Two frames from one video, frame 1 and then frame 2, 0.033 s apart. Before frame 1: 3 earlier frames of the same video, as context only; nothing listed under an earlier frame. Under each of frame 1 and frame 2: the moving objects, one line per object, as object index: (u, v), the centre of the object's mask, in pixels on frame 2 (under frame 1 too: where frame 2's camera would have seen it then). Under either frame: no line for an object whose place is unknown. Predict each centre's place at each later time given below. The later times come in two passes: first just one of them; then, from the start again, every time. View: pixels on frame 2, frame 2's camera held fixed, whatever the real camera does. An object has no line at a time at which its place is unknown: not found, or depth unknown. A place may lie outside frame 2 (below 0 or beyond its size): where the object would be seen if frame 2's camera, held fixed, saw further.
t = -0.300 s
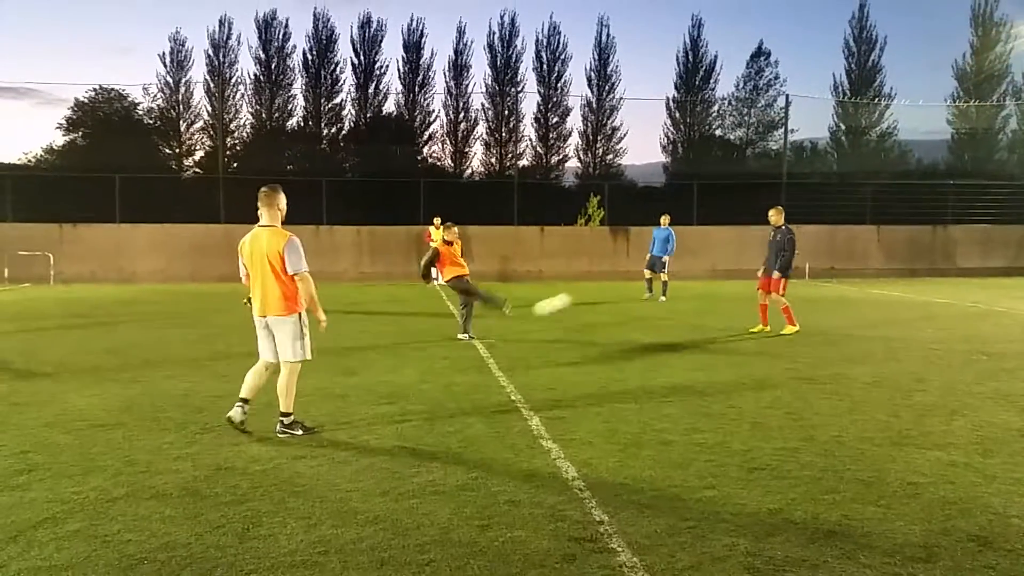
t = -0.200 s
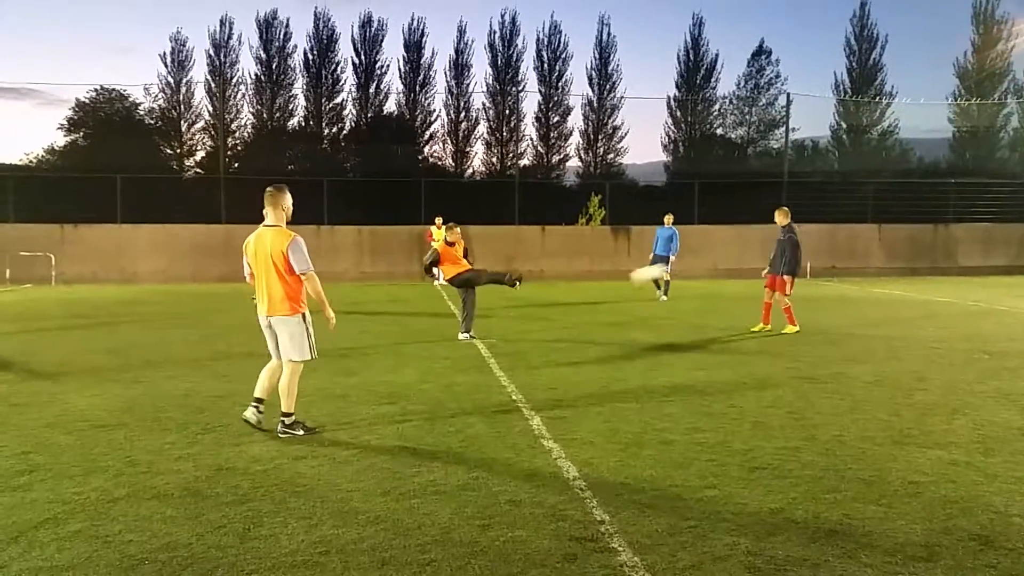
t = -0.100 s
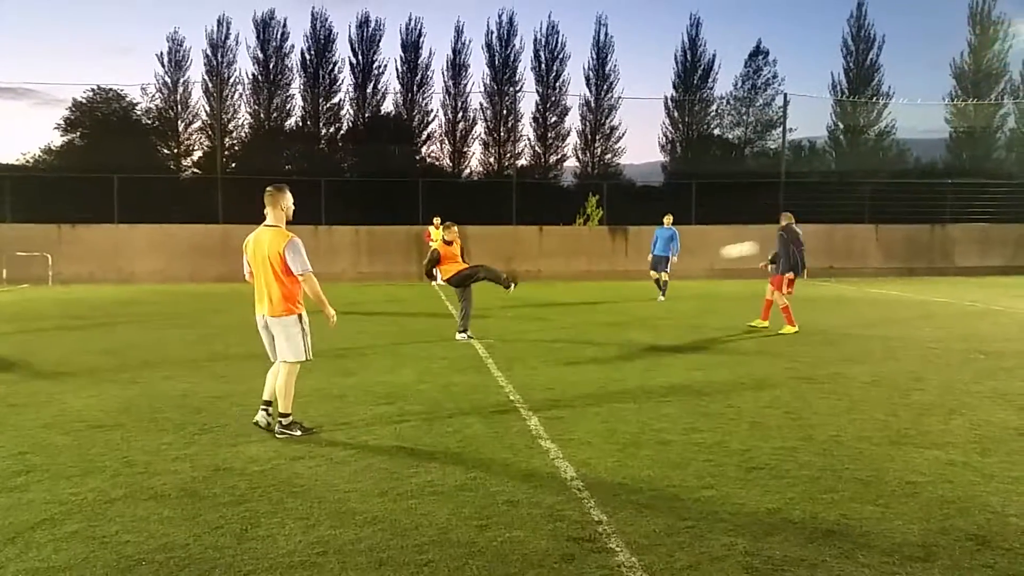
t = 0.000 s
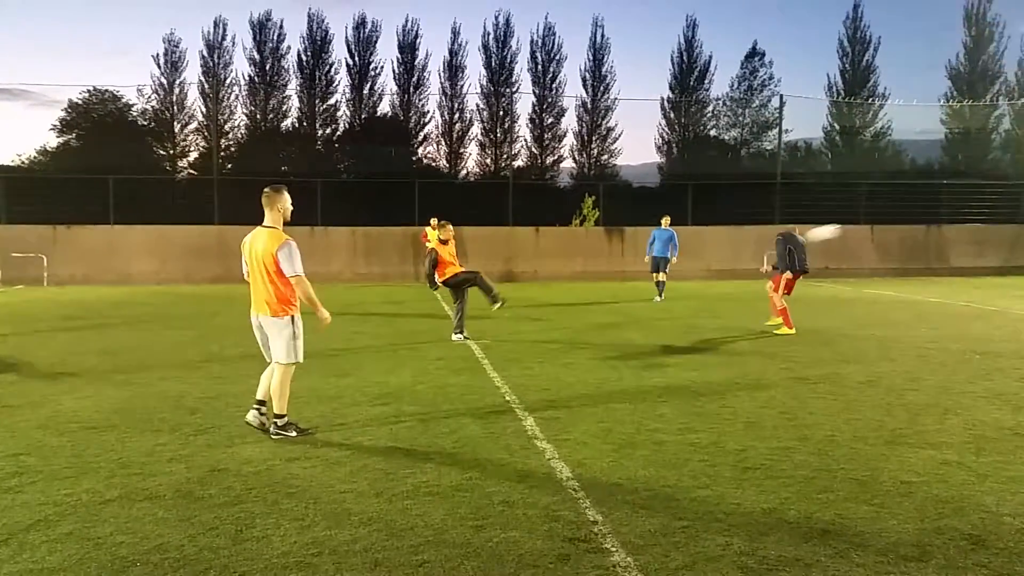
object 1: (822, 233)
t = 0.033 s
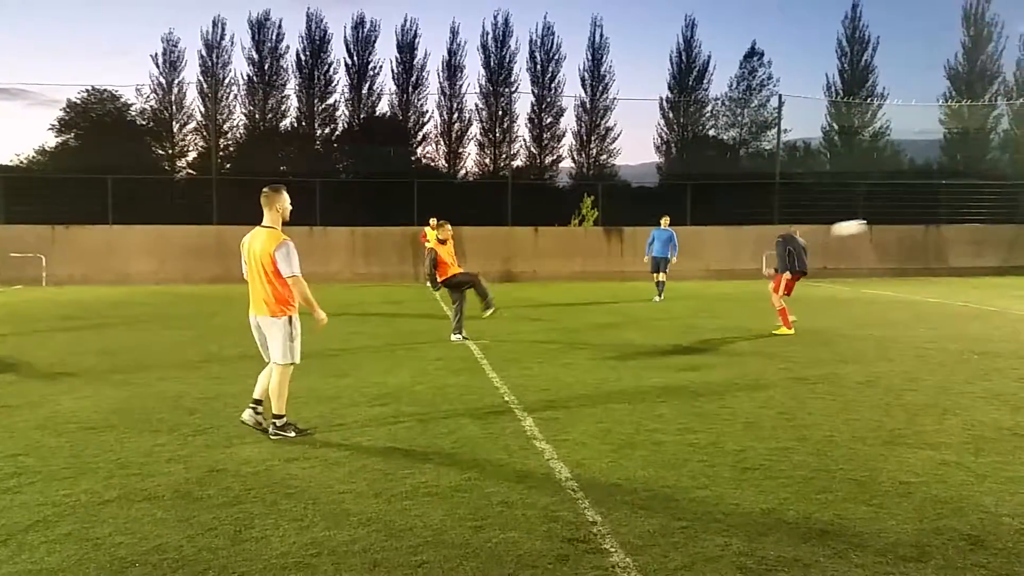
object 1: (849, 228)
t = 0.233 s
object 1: (1003, 214)
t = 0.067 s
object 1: (875, 223)
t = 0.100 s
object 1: (901, 219)
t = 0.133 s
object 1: (927, 217)
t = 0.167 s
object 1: (952, 215)
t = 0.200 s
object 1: (978, 214)
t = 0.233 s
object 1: (1003, 214)
